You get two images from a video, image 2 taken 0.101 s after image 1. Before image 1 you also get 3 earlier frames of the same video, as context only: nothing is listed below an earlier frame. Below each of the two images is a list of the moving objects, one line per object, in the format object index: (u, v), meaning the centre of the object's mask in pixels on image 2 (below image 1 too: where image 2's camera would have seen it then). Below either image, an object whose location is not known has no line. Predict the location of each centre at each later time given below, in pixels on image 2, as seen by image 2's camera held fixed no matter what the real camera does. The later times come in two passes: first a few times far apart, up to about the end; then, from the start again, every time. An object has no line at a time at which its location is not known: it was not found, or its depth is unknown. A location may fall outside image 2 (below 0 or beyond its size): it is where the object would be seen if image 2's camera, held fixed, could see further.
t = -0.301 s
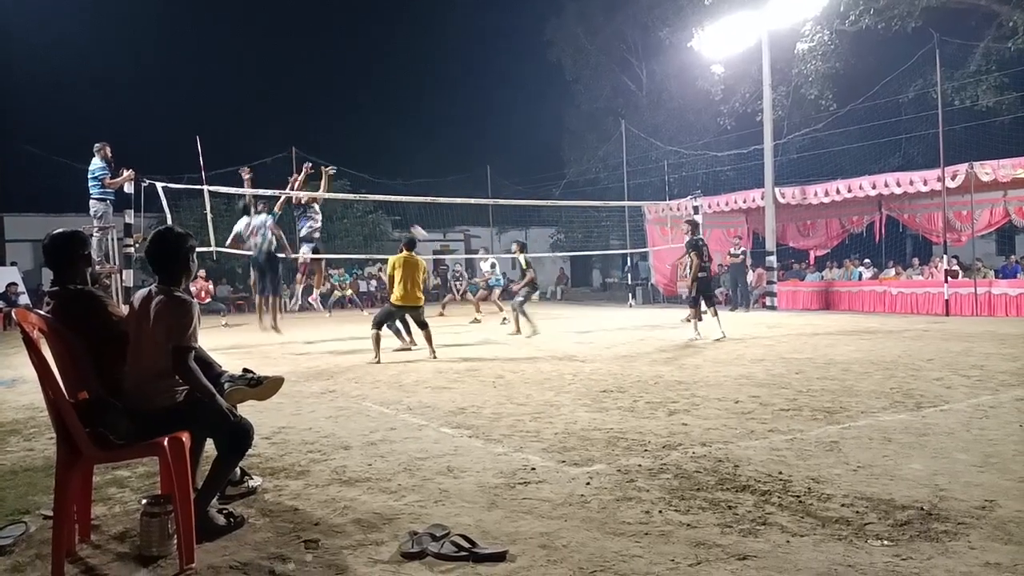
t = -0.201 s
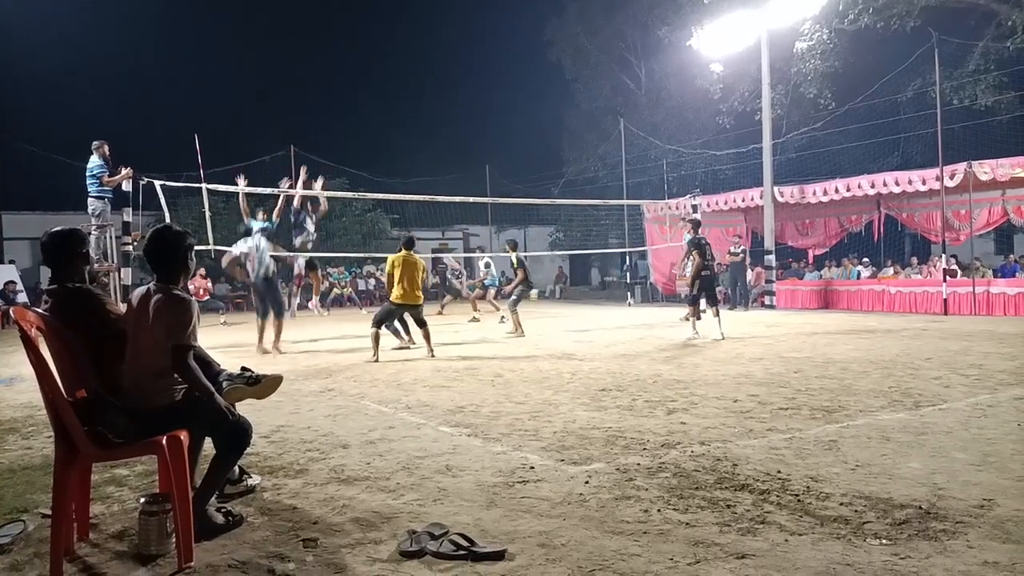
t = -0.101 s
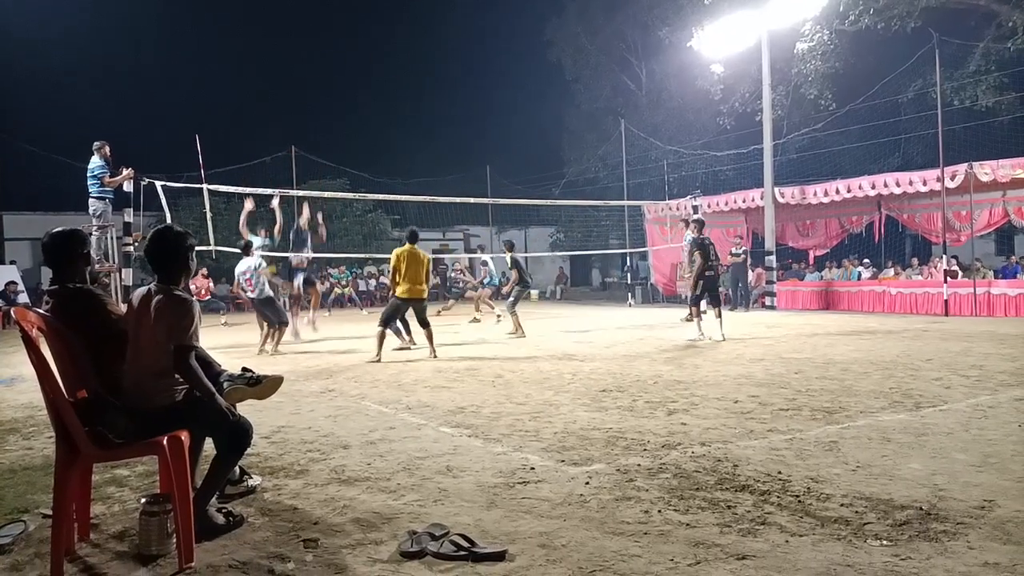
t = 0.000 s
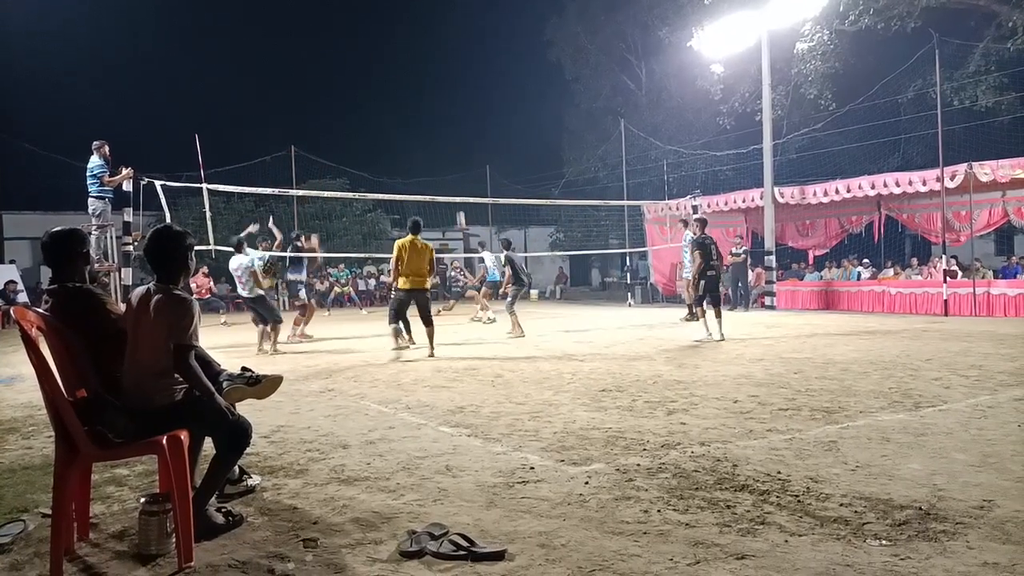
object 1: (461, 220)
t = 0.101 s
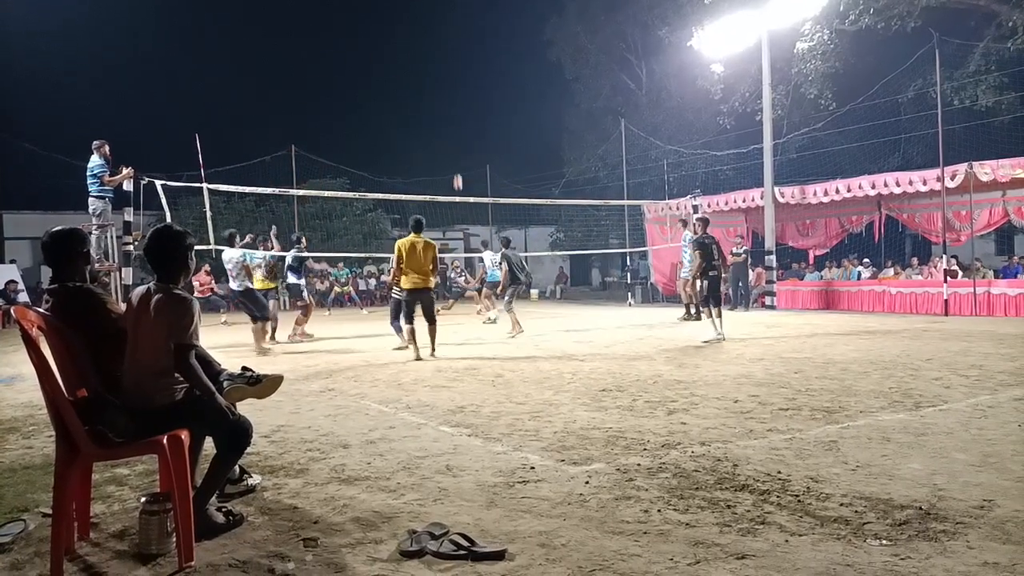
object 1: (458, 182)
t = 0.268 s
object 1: (453, 128)
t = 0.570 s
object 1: (445, 57)
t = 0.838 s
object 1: (439, 25)
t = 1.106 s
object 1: (434, 23)
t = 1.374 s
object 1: (430, 54)
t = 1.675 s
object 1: (426, 129)
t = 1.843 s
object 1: (424, 187)
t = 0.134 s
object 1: (456, 170)
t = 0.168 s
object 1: (455, 160)
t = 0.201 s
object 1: (455, 149)
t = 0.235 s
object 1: (453, 139)
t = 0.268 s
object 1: (453, 128)
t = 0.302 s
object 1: (452, 119)
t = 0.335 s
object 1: (451, 110)
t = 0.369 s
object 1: (450, 101)
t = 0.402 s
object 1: (449, 92)
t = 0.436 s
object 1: (448, 85)
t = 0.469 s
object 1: (447, 77)
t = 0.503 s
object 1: (446, 70)
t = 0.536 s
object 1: (445, 63)
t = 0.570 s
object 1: (445, 57)
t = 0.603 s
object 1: (444, 52)
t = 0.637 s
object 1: (443, 46)
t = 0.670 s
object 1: (442, 41)
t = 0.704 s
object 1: (442, 37)
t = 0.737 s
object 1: (441, 33)
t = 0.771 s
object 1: (440, 30)
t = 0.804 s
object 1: (440, 27)
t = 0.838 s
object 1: (439, 25)
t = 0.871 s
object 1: (438, 22)
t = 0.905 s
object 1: (438, 21)
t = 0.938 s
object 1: (437, 20)
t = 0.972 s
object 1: (436, 20)
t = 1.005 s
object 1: (436, 20)
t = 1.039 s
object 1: (435, 20)
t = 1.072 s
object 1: (434, 22)
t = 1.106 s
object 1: (434, 23)
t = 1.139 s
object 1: (433, 25)
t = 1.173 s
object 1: (433, 28)
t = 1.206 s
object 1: (432, 31)
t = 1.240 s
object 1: (432, 35)
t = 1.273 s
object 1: (432, 39)
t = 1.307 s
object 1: (431, 44)
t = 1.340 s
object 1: (430, 49)
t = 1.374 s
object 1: (430, 54)
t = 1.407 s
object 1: (429, 60)
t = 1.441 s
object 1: (429, 68)
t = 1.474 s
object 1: (429, 75)
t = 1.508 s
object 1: (428, 82)
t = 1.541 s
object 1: (428, 91)
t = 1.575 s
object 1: (427, 99)
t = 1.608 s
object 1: (427, 109)
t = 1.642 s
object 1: (426, 119)
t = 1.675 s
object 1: (426, 129)
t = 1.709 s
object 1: (425, 140)
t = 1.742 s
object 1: (425, 151)
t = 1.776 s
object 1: (424, 163)
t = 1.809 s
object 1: (424, 175)
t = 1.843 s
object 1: (424, 187)
